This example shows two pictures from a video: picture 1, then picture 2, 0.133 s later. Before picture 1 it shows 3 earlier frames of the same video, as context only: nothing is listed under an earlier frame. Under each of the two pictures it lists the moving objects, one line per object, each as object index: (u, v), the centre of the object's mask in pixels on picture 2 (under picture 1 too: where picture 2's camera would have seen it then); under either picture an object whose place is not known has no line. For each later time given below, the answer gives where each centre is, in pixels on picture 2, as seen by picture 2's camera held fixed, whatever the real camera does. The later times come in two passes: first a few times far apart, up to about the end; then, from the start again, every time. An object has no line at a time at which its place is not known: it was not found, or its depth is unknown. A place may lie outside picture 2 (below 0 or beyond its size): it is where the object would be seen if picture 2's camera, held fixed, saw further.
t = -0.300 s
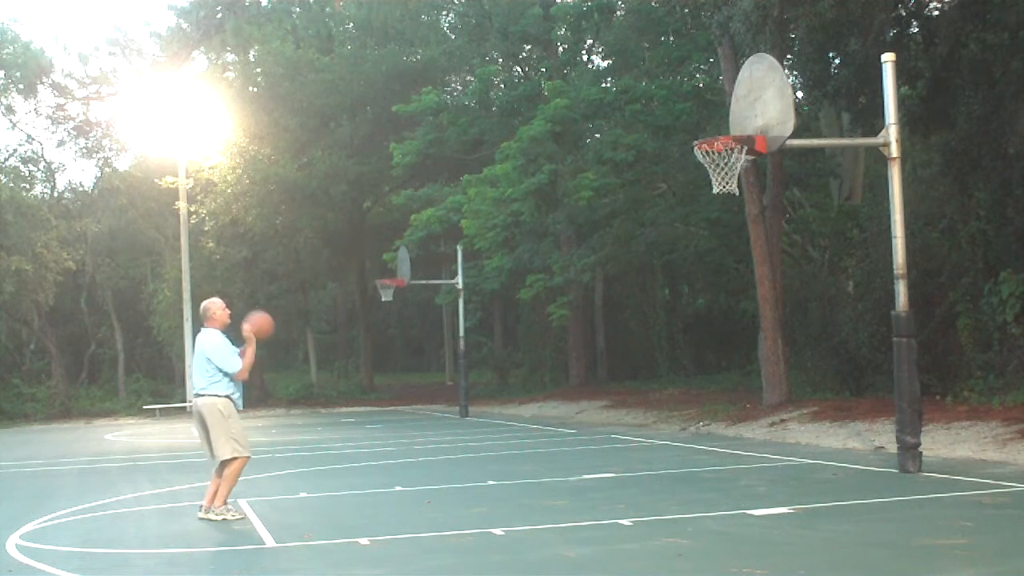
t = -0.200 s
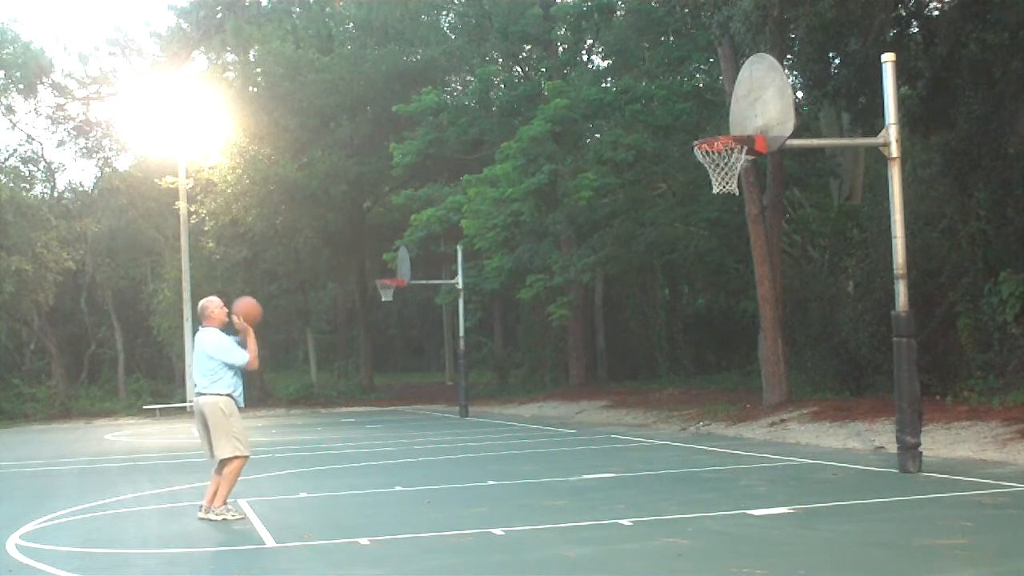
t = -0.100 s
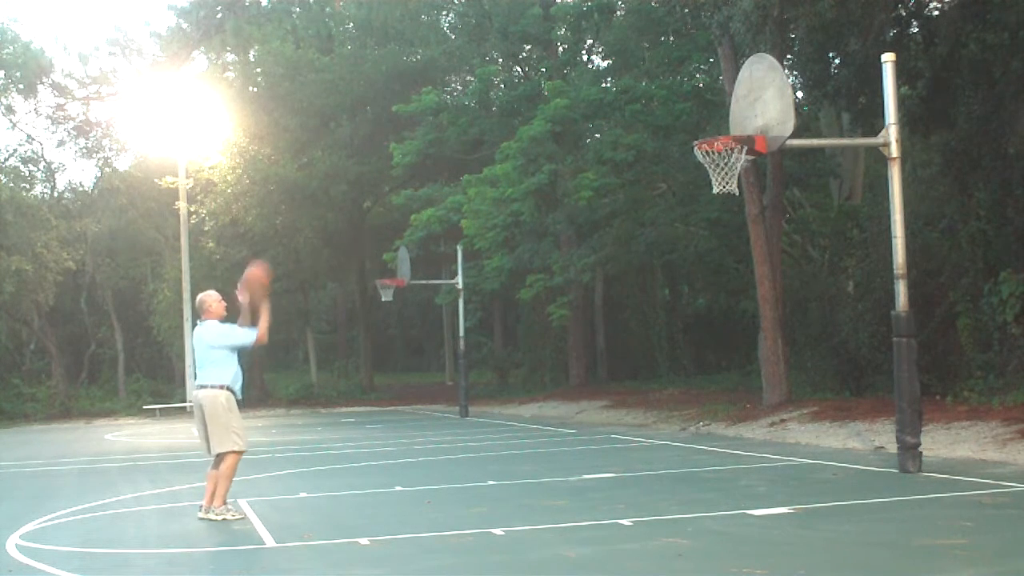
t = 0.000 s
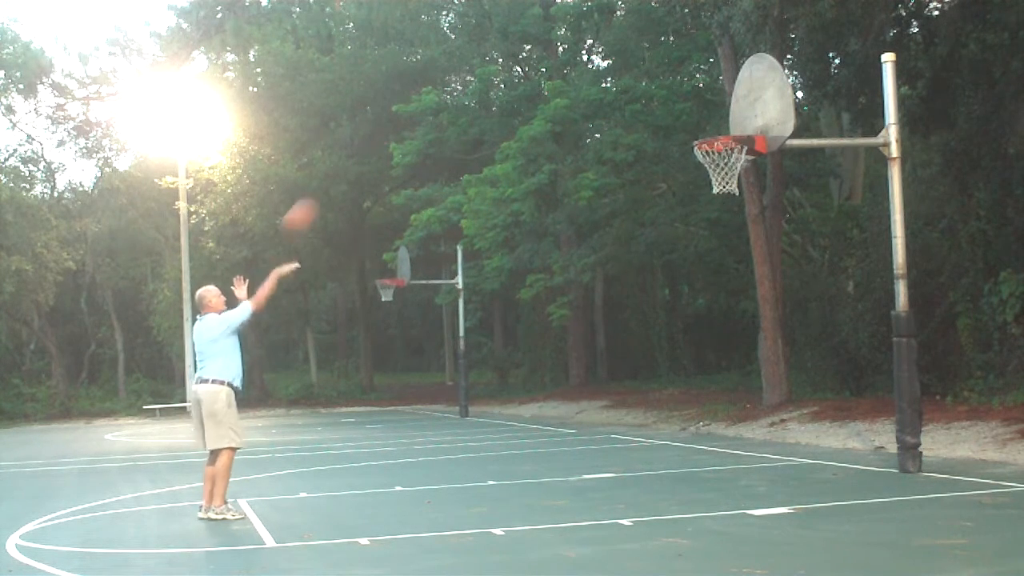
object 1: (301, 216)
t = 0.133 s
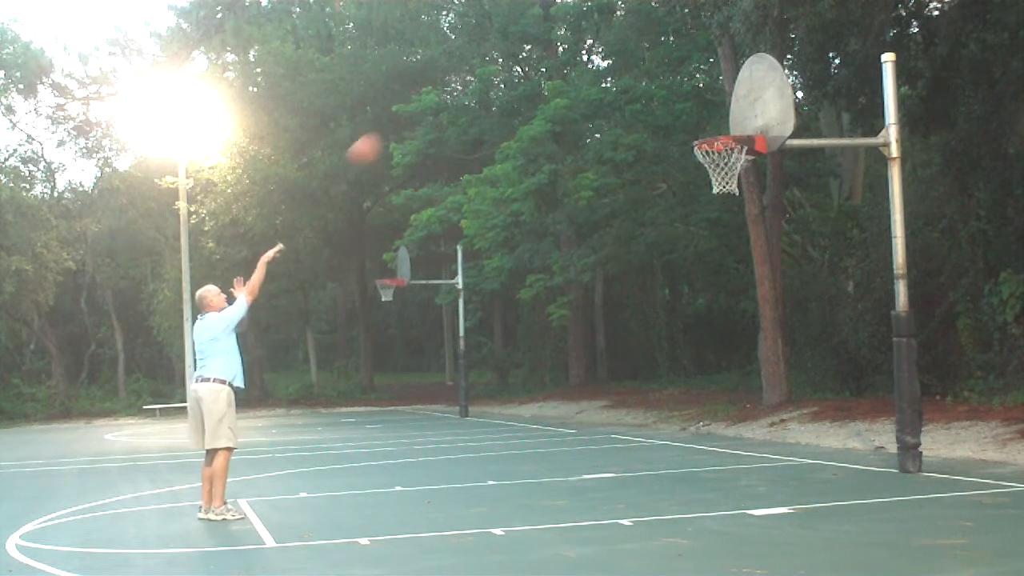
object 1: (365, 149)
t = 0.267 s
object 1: (428, 105)
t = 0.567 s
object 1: (566, 75)
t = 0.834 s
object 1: (685, 129)
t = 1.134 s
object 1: (632, 70)
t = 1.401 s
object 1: (586, 91)
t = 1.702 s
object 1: (538, 211)
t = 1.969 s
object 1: (498, 396)
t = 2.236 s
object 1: (469, 380)
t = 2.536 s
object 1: (442, 284)
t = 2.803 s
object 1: (422, 280)
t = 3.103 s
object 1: (401, 365)
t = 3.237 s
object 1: (394, 436)
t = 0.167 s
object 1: (381, 137)
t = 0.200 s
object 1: (396, 125)
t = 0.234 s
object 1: (412, 114)
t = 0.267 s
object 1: (428, 105)
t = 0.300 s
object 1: (443, 97)
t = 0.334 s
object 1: (459, 89)
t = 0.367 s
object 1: (476, 83)
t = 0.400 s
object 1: (489, 79)
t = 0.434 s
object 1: (504, 77)
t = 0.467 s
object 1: (521, 74)
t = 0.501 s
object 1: (537, 73)
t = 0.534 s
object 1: (551, 73)
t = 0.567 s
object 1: (566, 75)
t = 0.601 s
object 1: (582, 78)
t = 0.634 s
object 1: (596, 82)
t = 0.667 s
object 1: (612, 87)
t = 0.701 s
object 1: (627, 93)
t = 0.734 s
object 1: (641, 101)
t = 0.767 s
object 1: (657, 110)
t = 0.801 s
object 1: (671, 119)
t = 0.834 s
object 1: (685, 129)
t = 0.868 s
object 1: (682, 123)
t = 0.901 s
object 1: (676, 112)
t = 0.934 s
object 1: (670, 103)
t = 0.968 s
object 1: (663, 94)
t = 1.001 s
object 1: (656, 87)
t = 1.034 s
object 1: (651, 81)
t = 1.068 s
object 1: (644, 76)
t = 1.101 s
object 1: (638, 72)
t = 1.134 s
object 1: (632, 70)
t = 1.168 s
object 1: (626, 69)
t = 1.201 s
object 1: (621, 69)
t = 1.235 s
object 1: (615, 70)
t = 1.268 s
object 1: (609, 71)
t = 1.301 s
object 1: (603, 76)
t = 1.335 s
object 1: (597, 79)
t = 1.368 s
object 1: (591, 85)
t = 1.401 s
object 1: (586, 91)
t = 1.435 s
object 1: (580, 100)
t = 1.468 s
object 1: (575, 109)
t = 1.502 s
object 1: (569, 120)
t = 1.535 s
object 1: (563, 131)
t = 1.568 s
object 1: (558, 144)
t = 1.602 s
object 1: (553, 160)
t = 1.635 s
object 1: (548, 174)
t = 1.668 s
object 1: (543, 192)
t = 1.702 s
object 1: (538, 211)
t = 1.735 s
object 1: (533, 229)
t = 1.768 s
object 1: (528, 250)
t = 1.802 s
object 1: (522, 271)
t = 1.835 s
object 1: (517, 296)
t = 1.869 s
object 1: (512, 320)
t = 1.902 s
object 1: (508, 346)
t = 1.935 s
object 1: (503, 372)
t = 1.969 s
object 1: (498, 396)
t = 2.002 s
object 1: (494, 432)
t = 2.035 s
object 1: (490, 464)
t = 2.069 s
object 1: (487, 476)
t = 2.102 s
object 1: (483, 455)
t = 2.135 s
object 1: (480, 434)
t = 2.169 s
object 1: (475, 413)
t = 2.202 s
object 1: (472, 394)
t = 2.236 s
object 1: (469, 380)
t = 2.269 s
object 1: (466, 366)
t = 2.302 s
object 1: (463, 352)
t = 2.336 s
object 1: (460, 339)
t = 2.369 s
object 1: (457, 327)
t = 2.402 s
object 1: (454, 316)
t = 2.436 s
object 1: (450, 306)
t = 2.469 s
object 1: (448, 298)
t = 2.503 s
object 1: (445, 291)
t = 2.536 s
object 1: (442, 284)
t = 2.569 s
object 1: (440, 280)
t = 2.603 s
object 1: (437, 277)
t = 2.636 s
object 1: (434, 275)
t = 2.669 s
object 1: (432, 274)
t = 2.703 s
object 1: (429, 274)
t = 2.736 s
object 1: (426, 274)
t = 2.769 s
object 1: (424, 277)
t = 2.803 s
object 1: (422, 280)
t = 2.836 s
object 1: (419, 285)
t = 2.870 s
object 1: (416, 291)
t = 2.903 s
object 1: (414, 298)
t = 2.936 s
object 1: (411, 307)
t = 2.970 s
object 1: (409, 316)
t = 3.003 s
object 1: (407, 327)
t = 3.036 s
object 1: (405, 339)
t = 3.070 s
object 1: (402, 353)
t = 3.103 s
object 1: (401, 365)
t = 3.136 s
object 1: (398, 380)
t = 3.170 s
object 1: (397, 397)
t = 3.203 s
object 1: (395, 415)
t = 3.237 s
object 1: (394, 436)
